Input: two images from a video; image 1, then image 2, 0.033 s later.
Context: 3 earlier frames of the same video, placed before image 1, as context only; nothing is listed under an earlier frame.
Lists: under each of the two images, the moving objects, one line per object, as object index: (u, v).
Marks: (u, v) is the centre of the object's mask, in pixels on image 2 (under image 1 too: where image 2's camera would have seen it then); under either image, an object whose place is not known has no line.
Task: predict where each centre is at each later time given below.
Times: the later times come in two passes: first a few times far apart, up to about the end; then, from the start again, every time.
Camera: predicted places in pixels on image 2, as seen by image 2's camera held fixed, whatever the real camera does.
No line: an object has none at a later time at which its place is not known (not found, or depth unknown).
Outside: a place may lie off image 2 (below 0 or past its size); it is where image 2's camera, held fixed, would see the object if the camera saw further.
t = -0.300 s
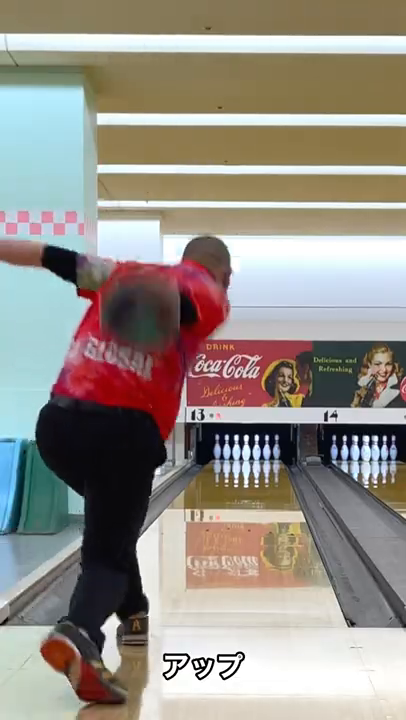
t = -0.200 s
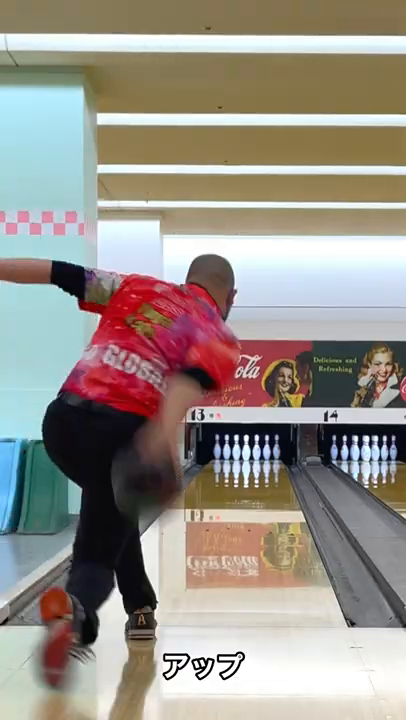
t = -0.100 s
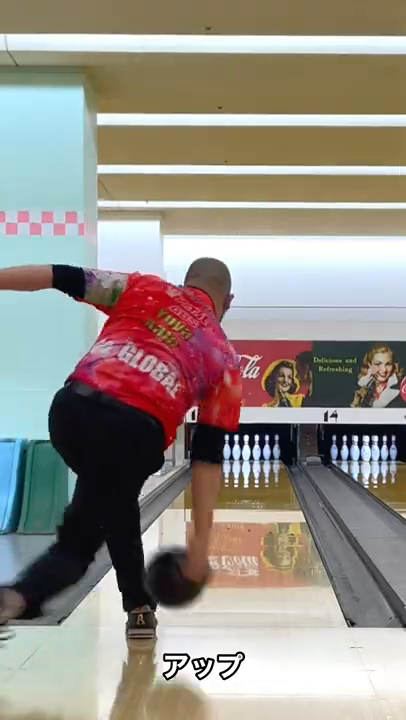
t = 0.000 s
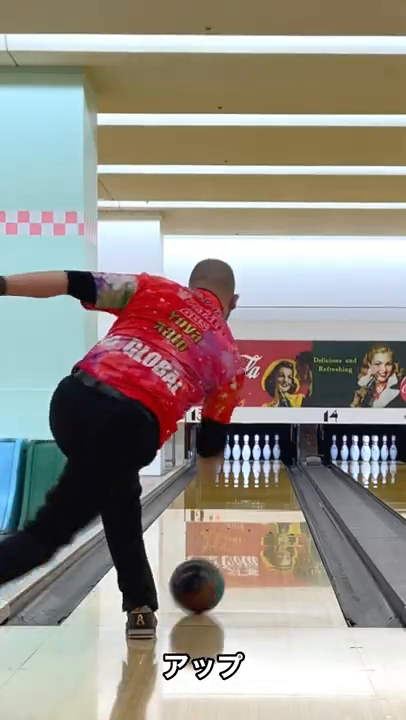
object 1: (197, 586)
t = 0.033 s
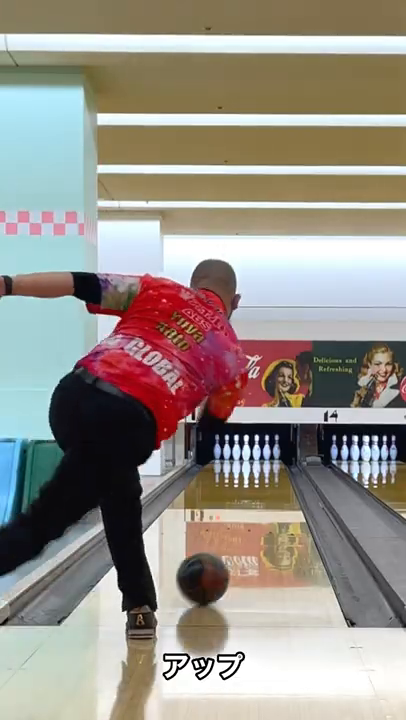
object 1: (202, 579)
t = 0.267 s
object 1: (232, 540)
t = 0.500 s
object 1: (249, 517)
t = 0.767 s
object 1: (263, 498)
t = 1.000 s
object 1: (270, 487)
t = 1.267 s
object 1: (274, 477)
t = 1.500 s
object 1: (274, 469)
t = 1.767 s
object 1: (273, 464)
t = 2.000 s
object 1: (268, 460)
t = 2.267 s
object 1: (258, 456)
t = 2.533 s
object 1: (248, 453)
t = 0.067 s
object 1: (208, 572)
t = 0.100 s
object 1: (213, 565)
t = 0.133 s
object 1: (217, 560)
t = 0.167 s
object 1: (221, 555)
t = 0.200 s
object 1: (225, 550)
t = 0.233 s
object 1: (228, 545)
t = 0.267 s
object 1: (232, 540)
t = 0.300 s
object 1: (235, 536)
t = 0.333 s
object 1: (238, 533)
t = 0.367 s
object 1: (240, 529)
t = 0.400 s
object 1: (243, 526)
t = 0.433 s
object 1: (245, 523)
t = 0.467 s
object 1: (248, 519)
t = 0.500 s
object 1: (249, 517)
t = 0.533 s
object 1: (251, 514)
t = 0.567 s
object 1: (253, 512)
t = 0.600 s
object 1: (255, 510)
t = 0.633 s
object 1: (256, 507)
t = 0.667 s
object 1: (258, 504)
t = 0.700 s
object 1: (260, 502)
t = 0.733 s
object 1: (261, 500)
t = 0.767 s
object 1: (263, 498)
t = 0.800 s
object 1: (264, 496)
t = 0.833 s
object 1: (265, 495)
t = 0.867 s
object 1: (266, 493)
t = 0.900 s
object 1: (267, 492)
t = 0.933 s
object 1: (268, 490)
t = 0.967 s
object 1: (268, 489)
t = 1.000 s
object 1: (270, 487)
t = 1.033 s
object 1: (271, 486)
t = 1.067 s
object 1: (270, 485)
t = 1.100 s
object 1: (272, 484)
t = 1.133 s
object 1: (272, 482)
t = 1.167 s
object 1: (273, 480)
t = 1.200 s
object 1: (273, 480)
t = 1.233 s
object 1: (273, 478)
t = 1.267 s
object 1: (274, 477)
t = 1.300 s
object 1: (274, 476)
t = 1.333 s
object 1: (275, 473)
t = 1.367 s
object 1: (276, 473)
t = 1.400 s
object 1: (275, 472)
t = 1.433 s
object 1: (275, 471)
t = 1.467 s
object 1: (275, 471)
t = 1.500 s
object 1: (274, 469)
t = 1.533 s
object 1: (275, 469)
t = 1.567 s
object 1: (275, 468)
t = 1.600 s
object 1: (275, 467)
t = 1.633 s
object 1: (274, 466)
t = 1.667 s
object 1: (274, 465)
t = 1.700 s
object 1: (274, 465)
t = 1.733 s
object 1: (274, 465)
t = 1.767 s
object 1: (273, 464)
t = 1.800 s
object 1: (273, 463)
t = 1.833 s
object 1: (272, 463)
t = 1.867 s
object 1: (272, 462)
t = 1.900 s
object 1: (271, 462)
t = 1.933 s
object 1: (270, 460)
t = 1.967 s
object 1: (269, 460)
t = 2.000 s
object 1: (268, 460)
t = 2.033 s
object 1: (267, 459)
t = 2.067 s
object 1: (266, 459)
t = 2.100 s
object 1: (265, 458)
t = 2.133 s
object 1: (263, 458)
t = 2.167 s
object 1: (262, 457)
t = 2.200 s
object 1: (261, 457)
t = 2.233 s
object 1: (258, 457)
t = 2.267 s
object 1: (258, 456)
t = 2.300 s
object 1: (256, 456)
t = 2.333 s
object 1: (254, 455)
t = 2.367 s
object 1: (253, 455)
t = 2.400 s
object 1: (251, 455)
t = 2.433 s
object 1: (251, 455)
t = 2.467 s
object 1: (250, 454)
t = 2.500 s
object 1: (249, 453)
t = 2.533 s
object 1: (248, 453)
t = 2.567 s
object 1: (247, 453)
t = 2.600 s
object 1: (248, 453)
